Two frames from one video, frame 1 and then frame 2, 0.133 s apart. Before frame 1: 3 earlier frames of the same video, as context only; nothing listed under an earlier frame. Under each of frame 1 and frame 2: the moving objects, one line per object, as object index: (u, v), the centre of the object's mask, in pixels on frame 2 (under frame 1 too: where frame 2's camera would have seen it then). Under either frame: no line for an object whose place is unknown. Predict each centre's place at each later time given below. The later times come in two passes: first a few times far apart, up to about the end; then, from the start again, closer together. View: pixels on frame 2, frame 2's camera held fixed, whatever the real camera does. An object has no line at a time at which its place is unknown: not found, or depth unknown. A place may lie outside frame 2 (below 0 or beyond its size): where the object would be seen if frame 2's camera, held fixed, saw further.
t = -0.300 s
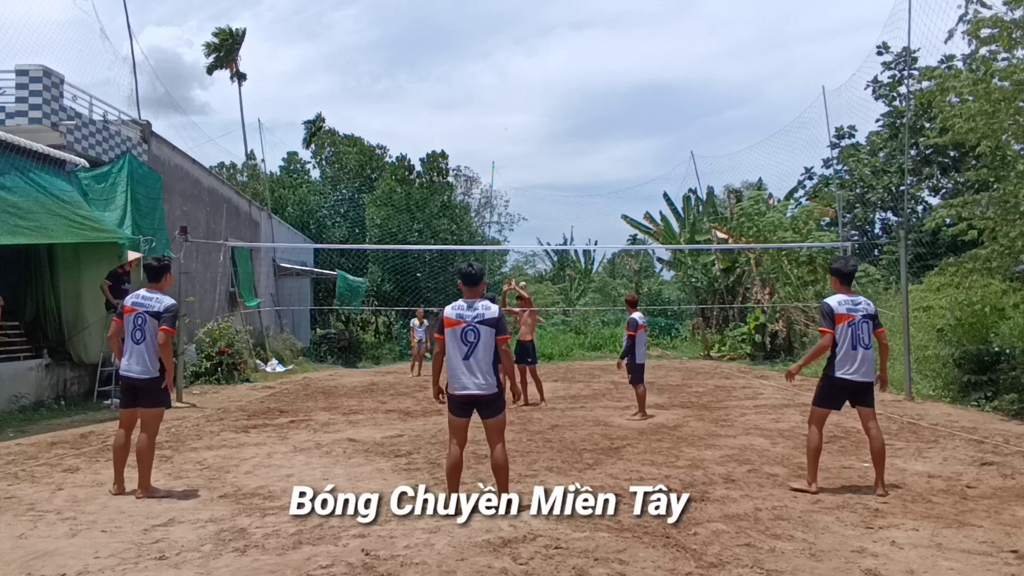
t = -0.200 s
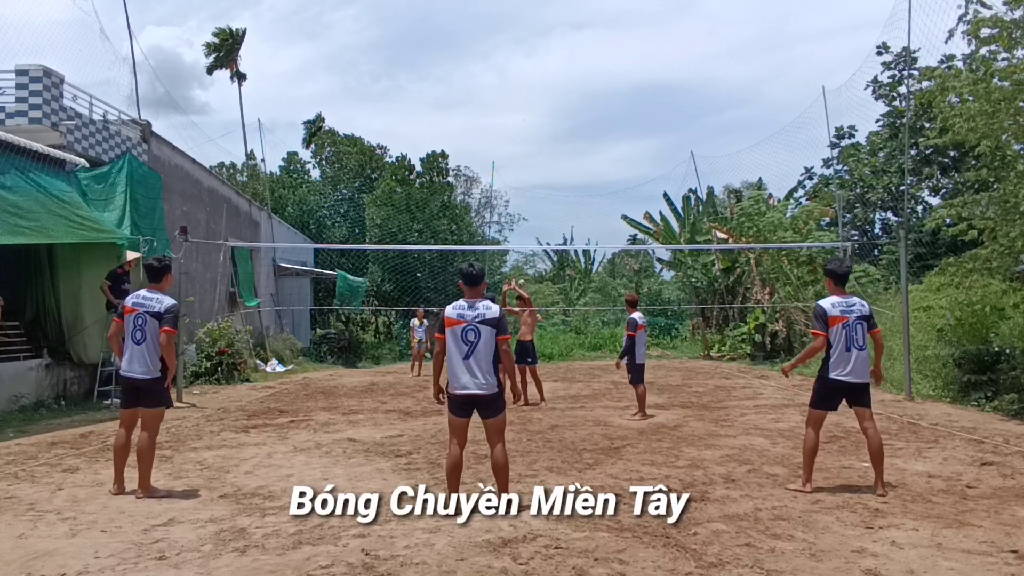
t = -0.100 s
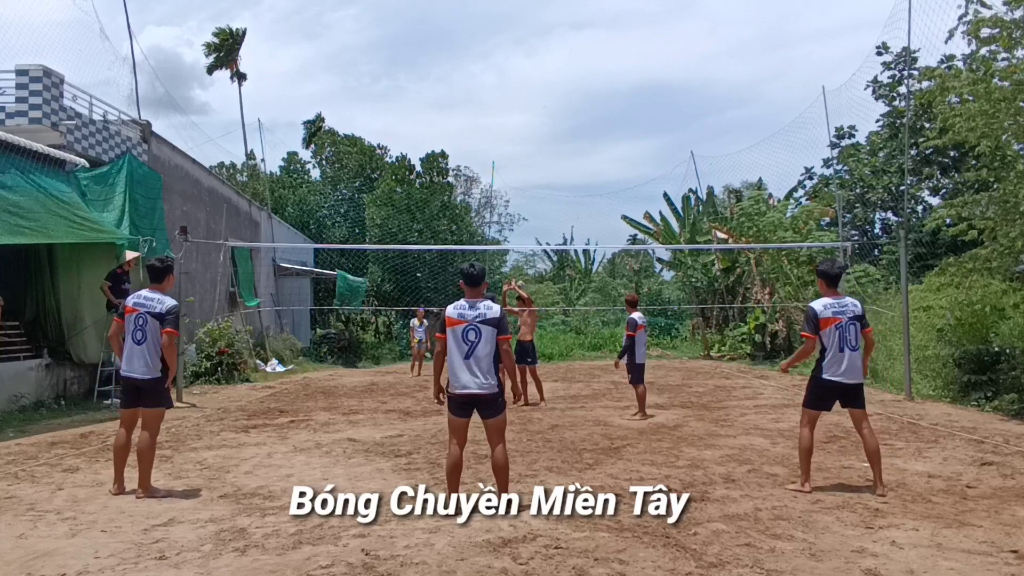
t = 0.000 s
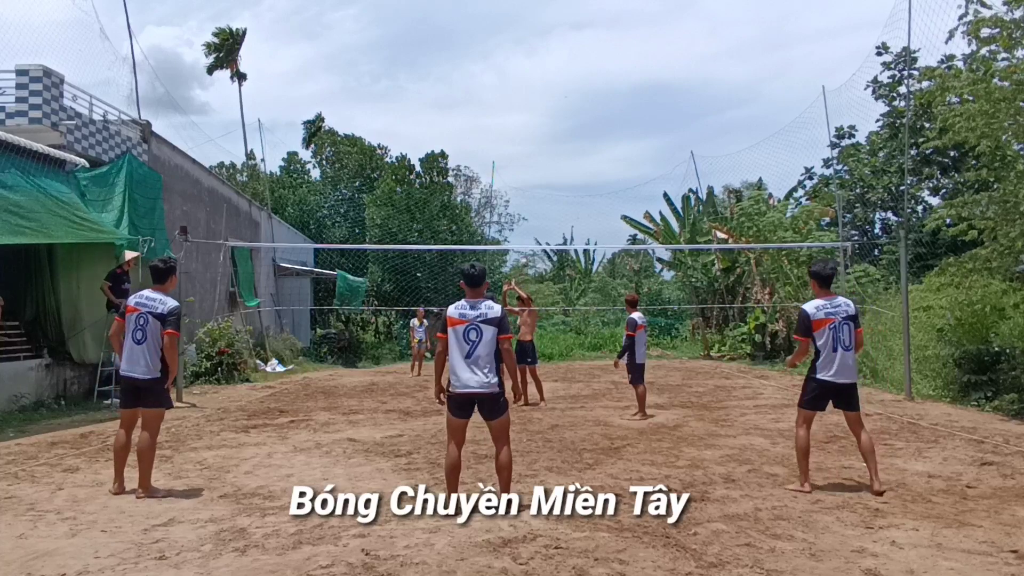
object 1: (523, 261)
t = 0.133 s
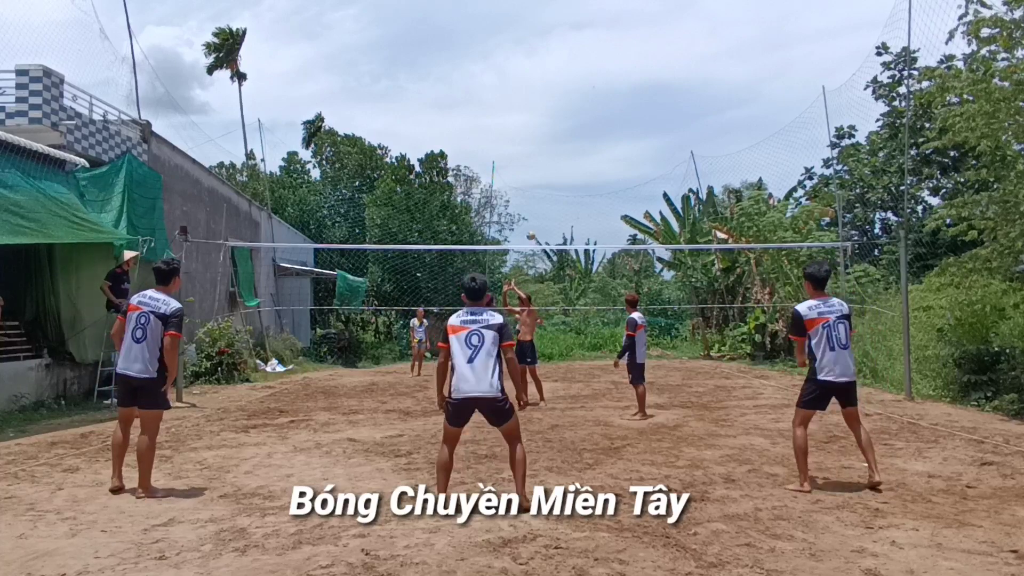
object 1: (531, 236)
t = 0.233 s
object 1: (536, 216)
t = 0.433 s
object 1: (555, 180)
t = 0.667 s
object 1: (588, 150)
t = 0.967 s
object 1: (684, 162)
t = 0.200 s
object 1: (534, 223)
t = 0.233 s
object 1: (536, 216)
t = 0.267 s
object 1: (539, 209)
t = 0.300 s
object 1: (542, 203)
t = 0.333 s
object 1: (544, 197)
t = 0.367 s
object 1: (548, 191)
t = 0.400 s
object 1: (551, 185)
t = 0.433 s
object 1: (555, 180)
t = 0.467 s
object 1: (558, 174)
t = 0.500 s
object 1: (562, 169)
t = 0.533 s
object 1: (567, 165)
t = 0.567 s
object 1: (572, 160)
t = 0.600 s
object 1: (576, 157)
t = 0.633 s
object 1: (582, 153)
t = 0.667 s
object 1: (588, 150)
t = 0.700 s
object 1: (595, 147)
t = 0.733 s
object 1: (602, 145)
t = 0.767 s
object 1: (610, 144)
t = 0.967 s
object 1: (684, 162)
